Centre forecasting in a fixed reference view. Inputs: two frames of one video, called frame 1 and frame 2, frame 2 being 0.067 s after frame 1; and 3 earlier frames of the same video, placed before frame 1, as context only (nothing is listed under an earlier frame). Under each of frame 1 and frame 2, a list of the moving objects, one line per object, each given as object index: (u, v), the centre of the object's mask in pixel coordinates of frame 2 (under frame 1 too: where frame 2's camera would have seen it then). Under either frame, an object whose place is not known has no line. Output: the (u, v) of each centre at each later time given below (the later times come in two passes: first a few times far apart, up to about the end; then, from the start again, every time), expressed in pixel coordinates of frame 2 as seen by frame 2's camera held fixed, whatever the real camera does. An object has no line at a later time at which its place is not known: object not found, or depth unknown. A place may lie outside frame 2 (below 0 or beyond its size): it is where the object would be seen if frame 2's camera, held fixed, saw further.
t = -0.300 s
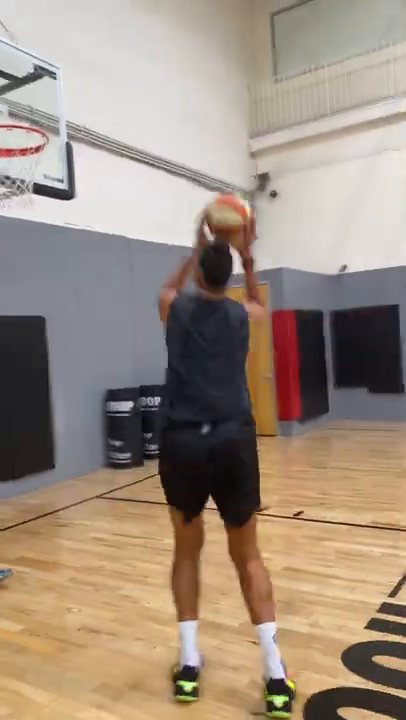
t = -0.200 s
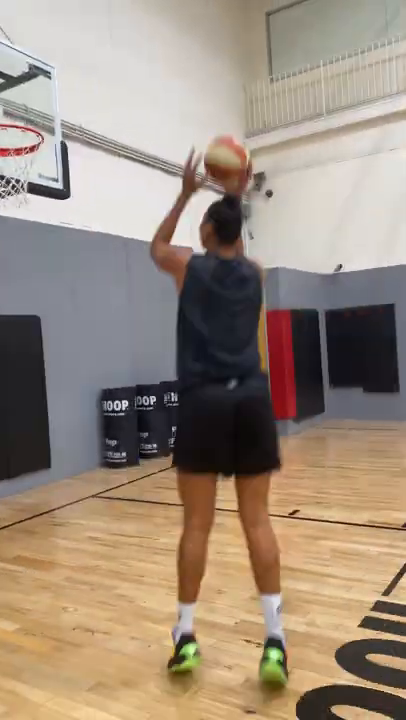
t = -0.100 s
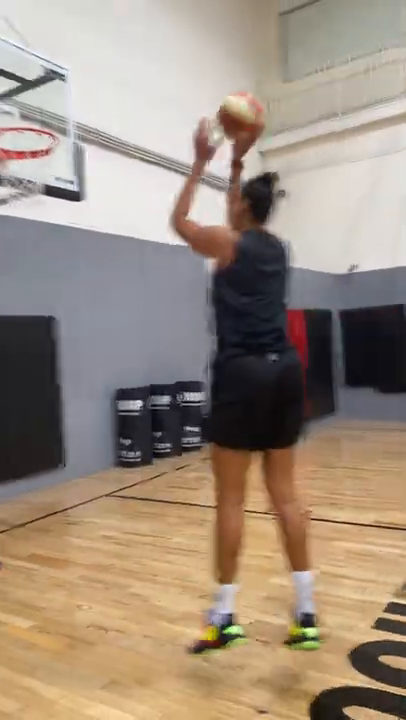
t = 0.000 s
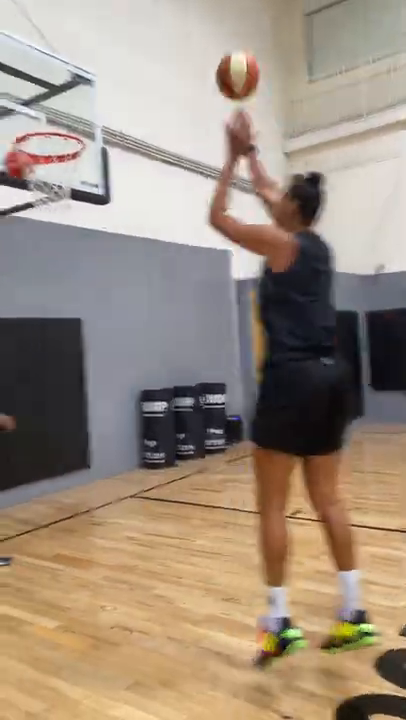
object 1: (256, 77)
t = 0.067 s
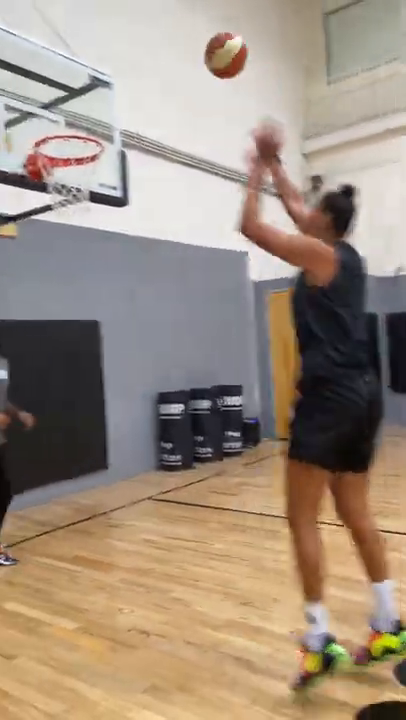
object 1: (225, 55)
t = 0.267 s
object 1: (150, 39)
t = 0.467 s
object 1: (91, 83)
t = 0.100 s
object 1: (212, 47)
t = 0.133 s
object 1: (198, 42)
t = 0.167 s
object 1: (186, 38)
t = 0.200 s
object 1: (173, 37)
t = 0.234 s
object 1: (162, 37)
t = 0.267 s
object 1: (150, 39)
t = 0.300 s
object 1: (139, 42)
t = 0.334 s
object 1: (128, 47)
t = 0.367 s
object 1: (118, 54)
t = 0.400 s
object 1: (109, 62)
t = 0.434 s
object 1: (100, 72)
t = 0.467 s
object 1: (91, 83)
